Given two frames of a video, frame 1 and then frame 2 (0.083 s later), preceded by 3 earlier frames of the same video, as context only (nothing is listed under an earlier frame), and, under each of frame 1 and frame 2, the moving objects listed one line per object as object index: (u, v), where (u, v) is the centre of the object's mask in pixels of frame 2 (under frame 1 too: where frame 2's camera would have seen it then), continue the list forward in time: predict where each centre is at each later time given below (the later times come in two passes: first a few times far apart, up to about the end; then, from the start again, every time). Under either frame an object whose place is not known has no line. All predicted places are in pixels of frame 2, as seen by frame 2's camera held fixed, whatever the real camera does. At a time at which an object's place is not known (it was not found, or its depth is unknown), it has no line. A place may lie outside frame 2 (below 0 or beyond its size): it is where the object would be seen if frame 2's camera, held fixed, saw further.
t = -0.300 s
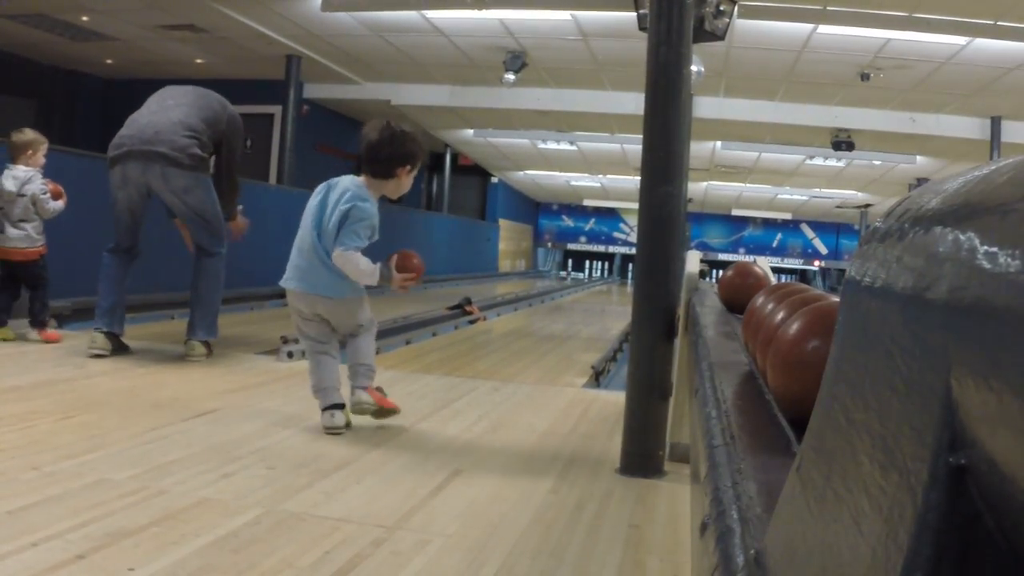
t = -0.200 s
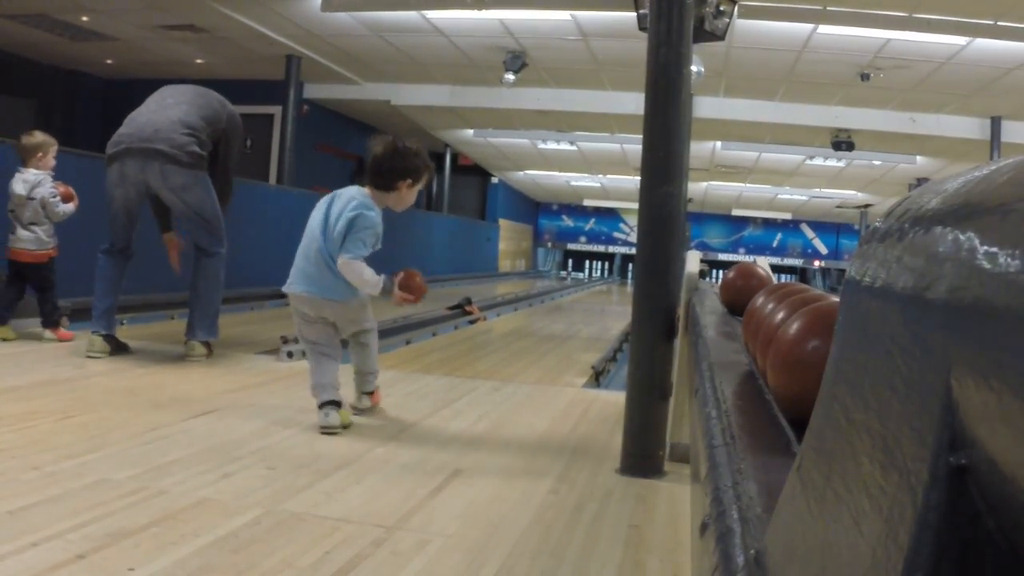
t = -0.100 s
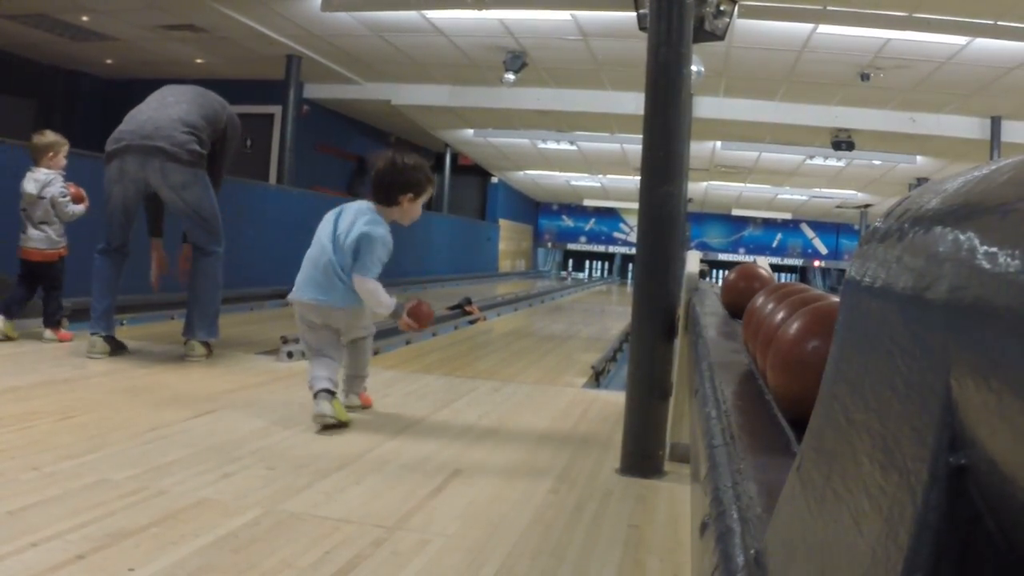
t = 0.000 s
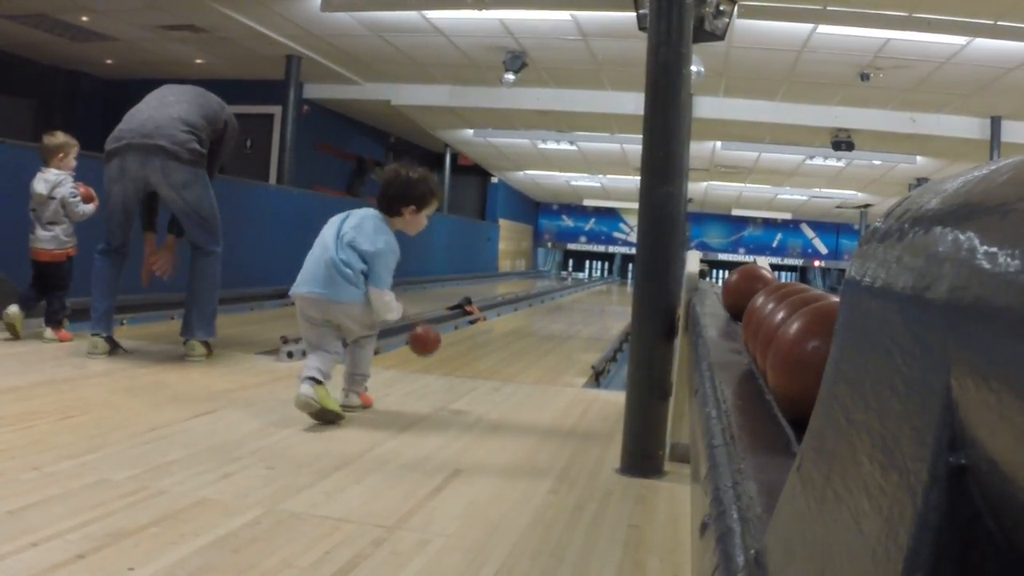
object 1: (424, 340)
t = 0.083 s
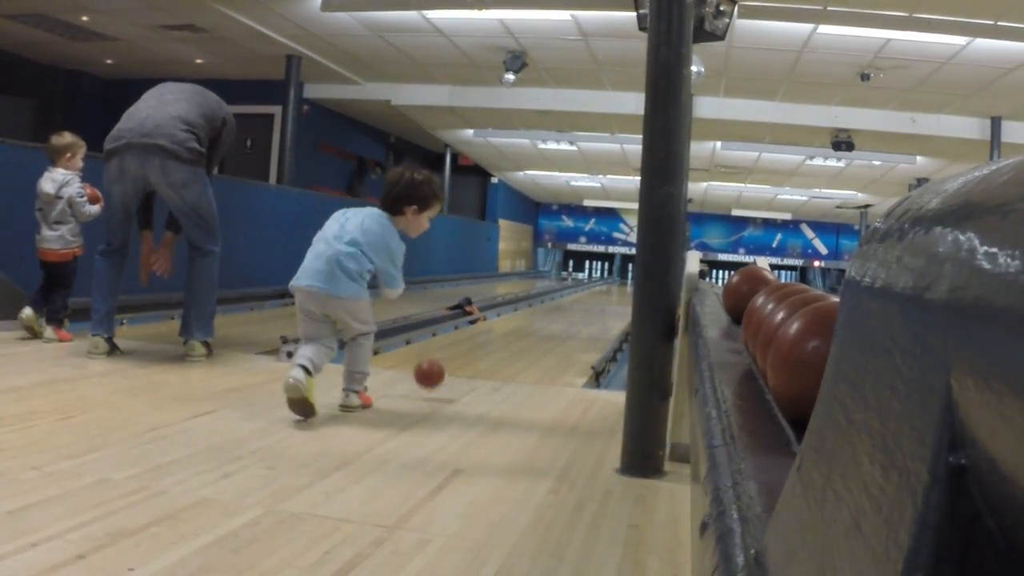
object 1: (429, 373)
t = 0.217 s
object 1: (447, 356)
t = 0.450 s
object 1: (472, 362)
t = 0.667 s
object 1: (492, 353)
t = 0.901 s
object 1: (511, 345)
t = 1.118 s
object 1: (526, 338)
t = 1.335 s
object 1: (538, 333)
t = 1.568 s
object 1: (549, 328)
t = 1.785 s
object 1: (559, 323)
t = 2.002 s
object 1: (567, 320)
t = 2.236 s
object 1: (574, 316)
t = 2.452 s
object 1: (581, 314)
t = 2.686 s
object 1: (587, 311)
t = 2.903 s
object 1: (592, 309)
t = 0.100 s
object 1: (430, 380)
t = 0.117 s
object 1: (433, 375)
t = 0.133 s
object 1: (435, 371)
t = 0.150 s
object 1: (438, 366)
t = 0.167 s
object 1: (440, 363)
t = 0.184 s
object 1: (442, 360)
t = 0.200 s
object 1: (445, 358)
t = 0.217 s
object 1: (447, 356)
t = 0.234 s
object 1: (449, 356)
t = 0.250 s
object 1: (451, 356)
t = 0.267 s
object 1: (453, 356)
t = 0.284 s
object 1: (454, 357)
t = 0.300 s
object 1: (456, 359)
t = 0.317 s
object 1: (458, 361)
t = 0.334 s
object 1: (460, 364)
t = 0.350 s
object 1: (461, 367)
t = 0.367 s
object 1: (463, 364)
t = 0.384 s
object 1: (465, 362)
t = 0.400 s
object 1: (467, 361)
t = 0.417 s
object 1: (469, 361)
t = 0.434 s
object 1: (470, 361)
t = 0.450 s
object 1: (472, 362)
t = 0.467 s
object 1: (473, 362)
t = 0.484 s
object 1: (475, 361)
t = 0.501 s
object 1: (477, 360)
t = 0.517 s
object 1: (478, 359)
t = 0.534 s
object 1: (480, 359)
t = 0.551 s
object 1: (482, 358)
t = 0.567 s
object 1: (483, 357)
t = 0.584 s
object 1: (485, 357)
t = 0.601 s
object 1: (487, 356)
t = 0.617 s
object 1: (488, 355)
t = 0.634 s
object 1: (490, 355)
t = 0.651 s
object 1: (491, 354)
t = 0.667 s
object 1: (492, 353)
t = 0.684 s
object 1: (494, 353)
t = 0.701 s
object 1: (496, 352)
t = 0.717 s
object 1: (497, 352)
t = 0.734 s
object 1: (498, 351)
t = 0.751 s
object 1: (500, 350)
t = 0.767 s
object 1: (501, 350)
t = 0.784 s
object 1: (502, 349)
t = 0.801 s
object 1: (504, 348)
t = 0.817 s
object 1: (505, 348)
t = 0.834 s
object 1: (507, 347)
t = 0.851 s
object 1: (507, 347)
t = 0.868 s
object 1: (509, 346)
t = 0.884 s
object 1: (510, 346)
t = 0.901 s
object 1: (511, 345)
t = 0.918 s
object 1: (512, 344)
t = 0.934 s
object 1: (514, 344)
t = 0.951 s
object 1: (515, 343)
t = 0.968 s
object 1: (516, 343)
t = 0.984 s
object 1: (517, 343)
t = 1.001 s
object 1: (518, 342)
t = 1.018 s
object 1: (519, 341)
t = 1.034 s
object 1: (521, 341)
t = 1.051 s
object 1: (522, 341)
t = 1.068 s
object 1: (522, 340)
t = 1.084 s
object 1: (524, 340)
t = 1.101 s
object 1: (525, 339)
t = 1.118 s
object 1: (526, 338)
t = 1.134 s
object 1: (527, 338)
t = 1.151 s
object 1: (528, 337)
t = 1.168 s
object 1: (529, 337)
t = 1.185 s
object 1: (530, 336)
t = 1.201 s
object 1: (531, 336)
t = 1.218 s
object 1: (532, 336)
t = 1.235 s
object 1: (533, 336)
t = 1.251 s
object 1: (534, 335)
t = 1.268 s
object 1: (535, 334)
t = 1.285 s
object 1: (535, 334)
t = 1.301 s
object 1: (536, 334)
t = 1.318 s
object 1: (537, 333)
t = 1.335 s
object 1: (538, 333)
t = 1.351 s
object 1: (539, 333)
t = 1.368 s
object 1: (540, 332)
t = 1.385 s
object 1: (541, 332)
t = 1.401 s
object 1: (542, 332)
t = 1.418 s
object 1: (543, 331)
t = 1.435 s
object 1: (543, 331)
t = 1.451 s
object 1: (544, 330)
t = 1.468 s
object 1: (545, 330)
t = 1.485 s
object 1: (546, 329)
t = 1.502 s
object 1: (546, 329)
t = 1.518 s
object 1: (547, 329)
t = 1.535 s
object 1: (548, 328)
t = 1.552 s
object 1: (549, 328)
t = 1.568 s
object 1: (549, 328)
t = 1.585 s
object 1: (550, 328)
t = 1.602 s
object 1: (551, 327)
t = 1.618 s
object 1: (552, 327)
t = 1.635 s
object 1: (552, 326)
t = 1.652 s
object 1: (553, 326)
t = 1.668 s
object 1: (554, 326)
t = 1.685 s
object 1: (555, 325)
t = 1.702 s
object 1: (555, 325)
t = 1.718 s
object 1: (556, 325)
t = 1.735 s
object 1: (557, 325)
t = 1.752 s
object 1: (557, 324)
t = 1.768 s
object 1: (558, 324)
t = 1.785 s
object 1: (559, 323)
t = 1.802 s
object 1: (559, 323)
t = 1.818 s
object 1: (560, 323)
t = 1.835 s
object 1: (561, 323)
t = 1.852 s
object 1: (561, 322)
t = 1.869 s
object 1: (562, 322)
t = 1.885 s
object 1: (563, 322)
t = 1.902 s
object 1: (563, 321)
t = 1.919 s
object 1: (564, 321)
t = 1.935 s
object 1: (564, 321)
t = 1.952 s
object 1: (565, 321)
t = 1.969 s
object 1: (566, 320)
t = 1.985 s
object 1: (566, 320)
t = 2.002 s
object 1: (567, 320)
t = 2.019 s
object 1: (567, 319)
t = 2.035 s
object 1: (568, 319)
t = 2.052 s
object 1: (569, 319)
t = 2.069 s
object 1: (569, 318)
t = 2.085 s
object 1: (569, 319)
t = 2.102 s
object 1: (570, 318)
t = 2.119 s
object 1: (571, 318)
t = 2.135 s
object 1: (571, 318)
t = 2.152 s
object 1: (572, 318)
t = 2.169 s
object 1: (572, 317)
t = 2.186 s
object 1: (573, 317)
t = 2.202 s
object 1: (573, 317)
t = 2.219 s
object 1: (574, 316)
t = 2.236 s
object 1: (574, 316)
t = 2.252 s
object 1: (575, 316)
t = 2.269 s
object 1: (575, 316)
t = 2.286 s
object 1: (576, 315)
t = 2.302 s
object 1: (576, 315)
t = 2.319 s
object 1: (577, 315)
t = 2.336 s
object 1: (577, 314)
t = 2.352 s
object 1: (578, 314)
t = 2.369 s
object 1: (579, 314)
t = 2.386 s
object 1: (579, 314)
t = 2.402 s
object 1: (579, 314)
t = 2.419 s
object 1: (580, 314)
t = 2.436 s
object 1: (581, 313)
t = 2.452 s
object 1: (581, 314)
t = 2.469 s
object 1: (581, 313)
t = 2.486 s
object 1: (582, 313)
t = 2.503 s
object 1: (582, 313)
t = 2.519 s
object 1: (583, 313)
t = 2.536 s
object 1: (583, 313)
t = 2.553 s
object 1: (584, 312)
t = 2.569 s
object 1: (584, 312)
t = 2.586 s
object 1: (584, 312)
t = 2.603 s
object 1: (585, 312)
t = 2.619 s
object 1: (585, 312)
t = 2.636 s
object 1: (586, 311)
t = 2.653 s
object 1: (586, 311)
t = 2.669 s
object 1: (586, 311)
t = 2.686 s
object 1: (587, 311)
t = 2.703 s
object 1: (587, 311)
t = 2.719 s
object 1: (588, 310)
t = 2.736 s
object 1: (588, 310)
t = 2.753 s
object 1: (588, 310)
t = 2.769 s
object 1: (589, 310)
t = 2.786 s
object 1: (589, 310)
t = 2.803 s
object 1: (590, 310)
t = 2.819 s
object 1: (590, 309)
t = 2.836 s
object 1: (590, 309)
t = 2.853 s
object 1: (591, 309)
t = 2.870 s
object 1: (591, 309)
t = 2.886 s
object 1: (591, 309)
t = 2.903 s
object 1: (592, 309)
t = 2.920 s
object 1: (592, 308)
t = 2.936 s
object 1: (593, 308)
